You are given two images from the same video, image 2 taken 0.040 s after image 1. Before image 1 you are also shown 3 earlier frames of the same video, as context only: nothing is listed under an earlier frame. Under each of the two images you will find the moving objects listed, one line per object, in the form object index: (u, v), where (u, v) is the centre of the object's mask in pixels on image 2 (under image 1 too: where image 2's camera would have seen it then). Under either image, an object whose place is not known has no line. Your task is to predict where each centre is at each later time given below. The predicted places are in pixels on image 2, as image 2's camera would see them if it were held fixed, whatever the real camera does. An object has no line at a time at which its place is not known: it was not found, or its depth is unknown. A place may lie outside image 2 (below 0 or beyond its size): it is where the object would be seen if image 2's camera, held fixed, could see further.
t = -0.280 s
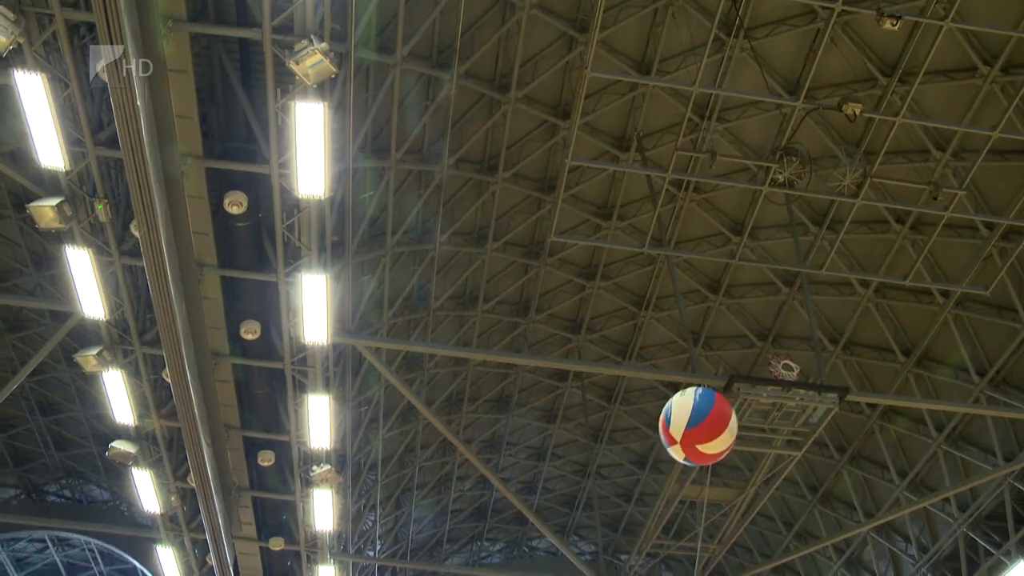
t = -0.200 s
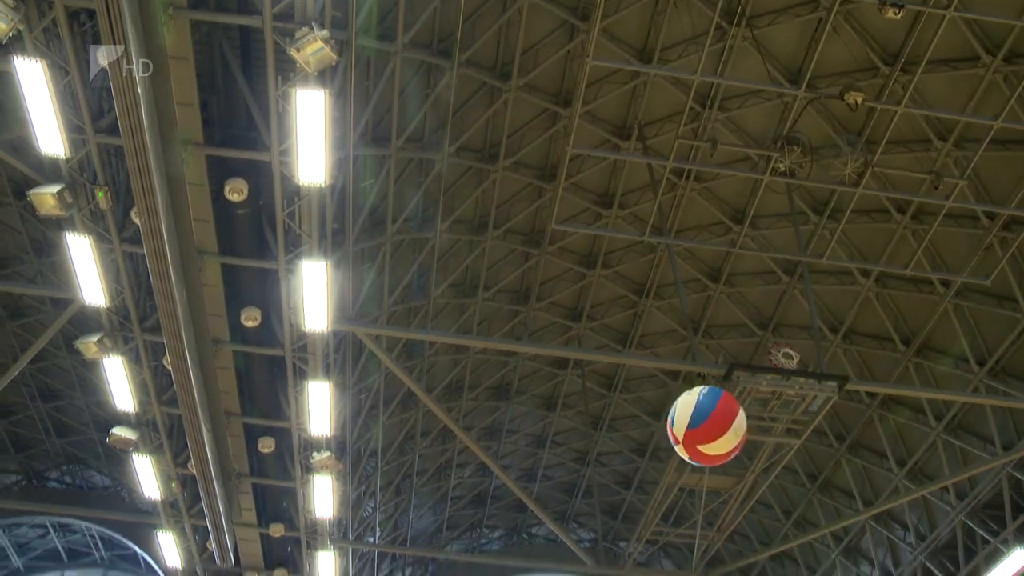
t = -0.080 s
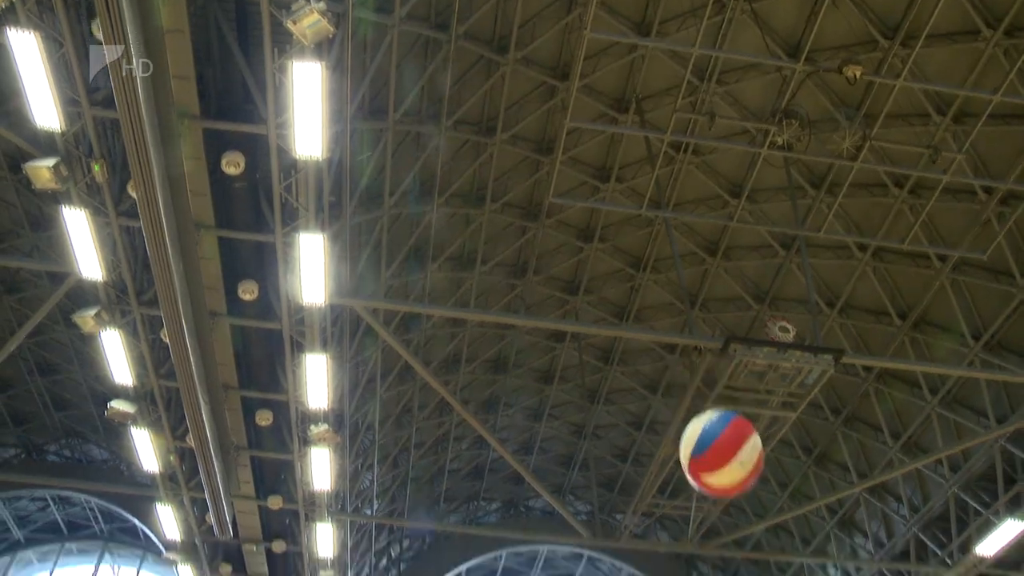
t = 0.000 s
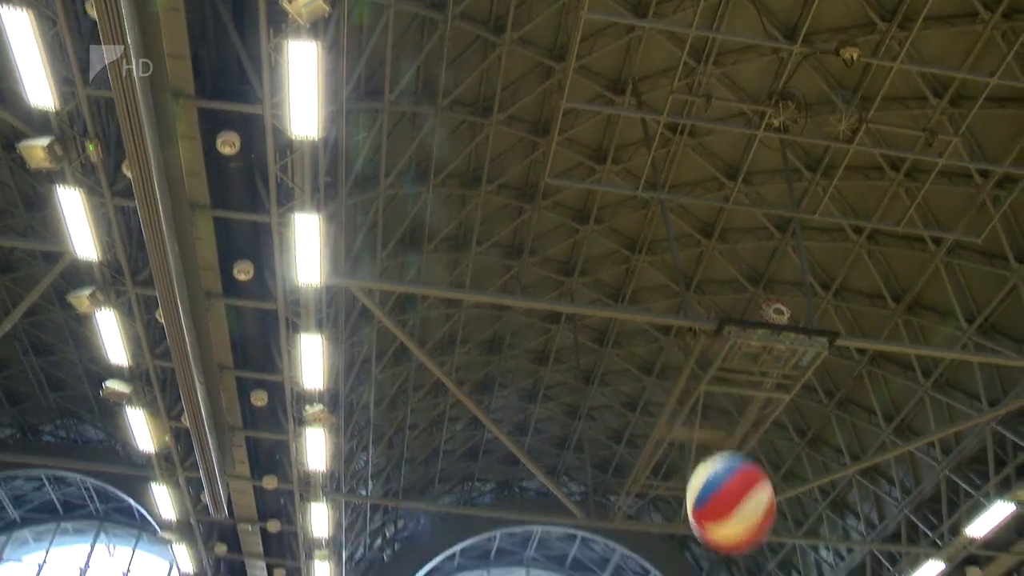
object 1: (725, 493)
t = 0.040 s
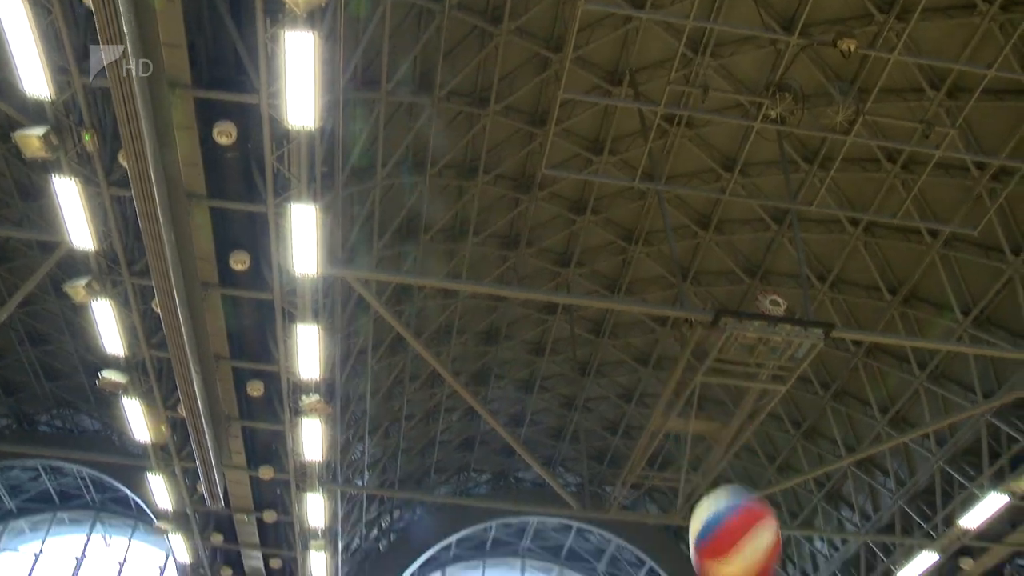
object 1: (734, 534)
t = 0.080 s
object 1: (743, 565)
